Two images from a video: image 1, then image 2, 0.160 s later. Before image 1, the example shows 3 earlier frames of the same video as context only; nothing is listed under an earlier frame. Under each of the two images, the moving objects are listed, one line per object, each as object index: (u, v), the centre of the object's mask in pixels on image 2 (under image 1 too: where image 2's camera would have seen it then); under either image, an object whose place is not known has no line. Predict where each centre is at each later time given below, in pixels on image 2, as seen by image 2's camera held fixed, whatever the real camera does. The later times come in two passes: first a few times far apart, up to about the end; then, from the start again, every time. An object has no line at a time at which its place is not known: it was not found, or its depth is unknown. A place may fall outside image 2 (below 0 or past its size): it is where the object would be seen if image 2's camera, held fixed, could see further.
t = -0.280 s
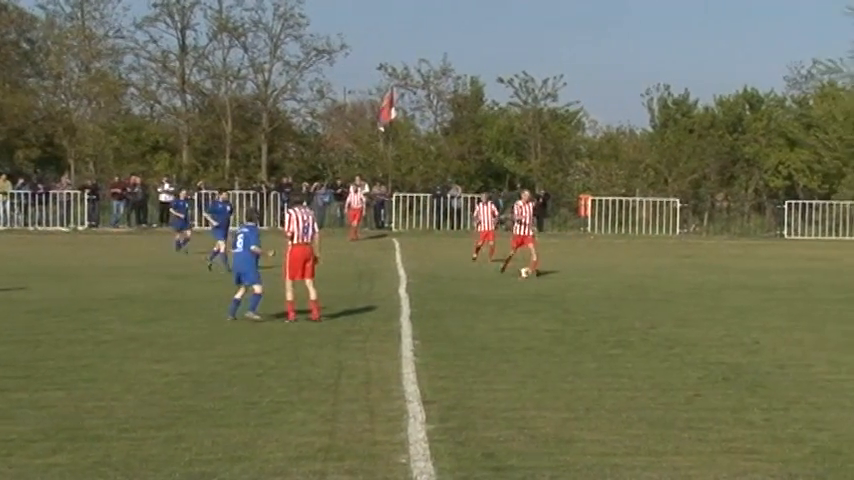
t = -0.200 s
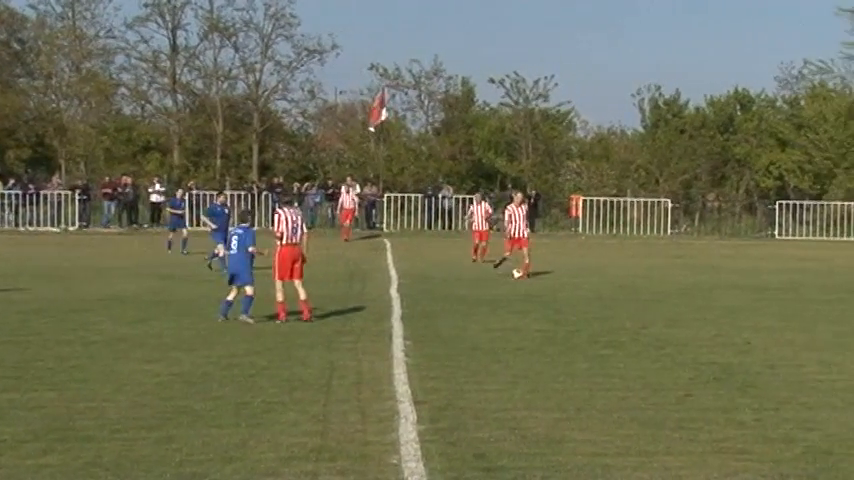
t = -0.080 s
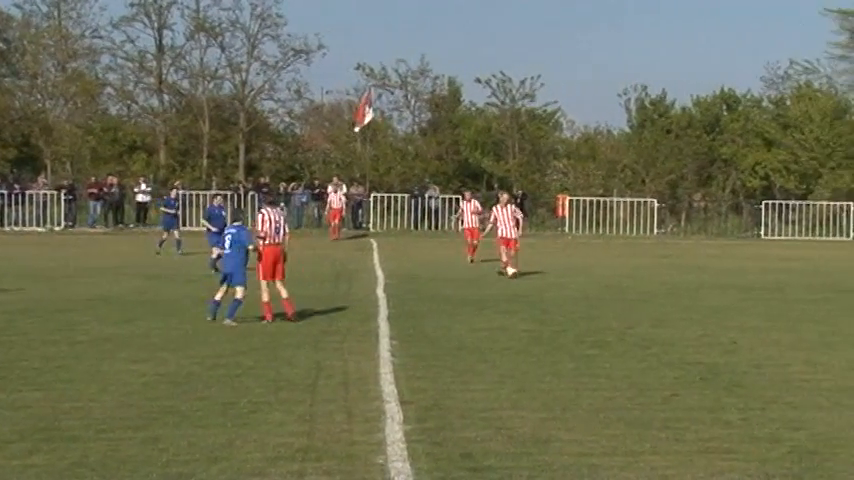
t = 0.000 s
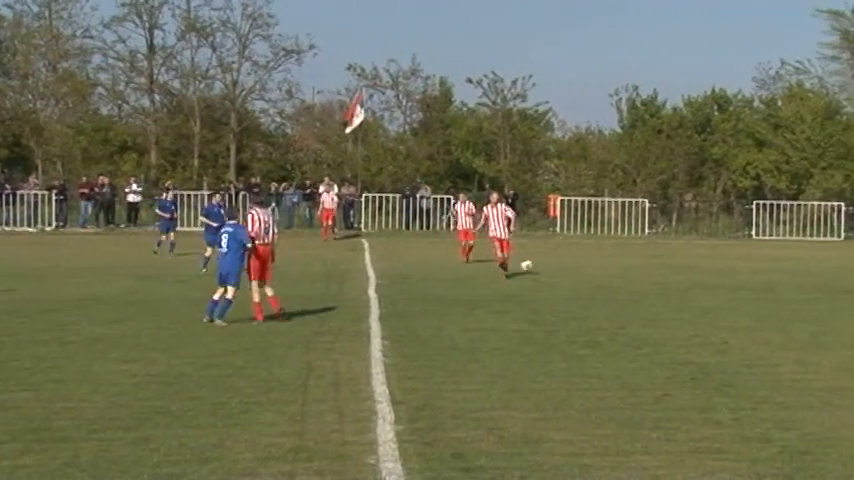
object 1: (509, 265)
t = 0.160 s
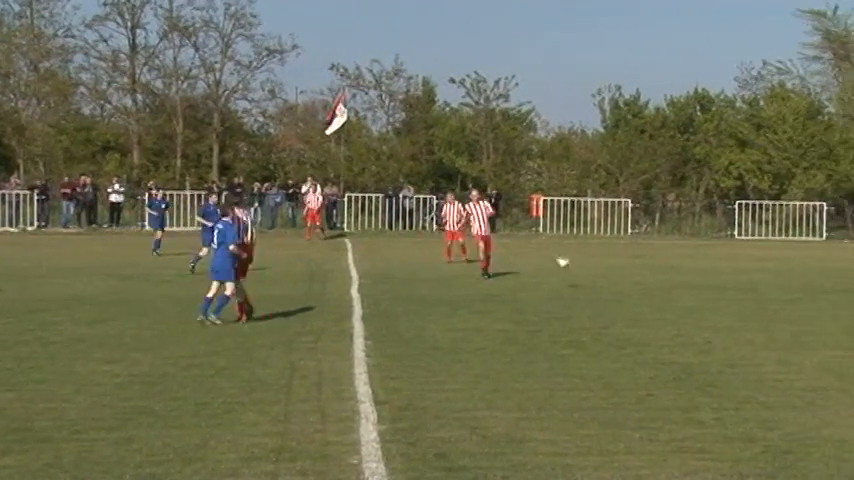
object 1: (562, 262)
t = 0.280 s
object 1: (607, 269)
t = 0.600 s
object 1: (733, 288)
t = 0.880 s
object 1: (841, 309)
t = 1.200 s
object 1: (963, 318)
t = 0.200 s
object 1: (576, 263)
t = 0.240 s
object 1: (591, 265)
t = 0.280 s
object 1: (607, 269)
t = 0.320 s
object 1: (623, 273)
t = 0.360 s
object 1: (640, 277)
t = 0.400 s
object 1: (657, 285)
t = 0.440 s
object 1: (675, 292)
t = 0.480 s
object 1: (692, 296)
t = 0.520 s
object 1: (705, 293)
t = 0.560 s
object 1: (718, 290)
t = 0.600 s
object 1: (733, 288)
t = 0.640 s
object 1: (746, 288)
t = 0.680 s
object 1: (762, 288)
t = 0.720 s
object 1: (777, 290)
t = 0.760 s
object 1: (792, 293)
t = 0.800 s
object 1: (808, 297)
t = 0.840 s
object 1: (825, 303)
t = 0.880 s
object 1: (841, 309)
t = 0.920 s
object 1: (855, 308)
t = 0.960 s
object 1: (869, 307)
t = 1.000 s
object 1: (884, 306)
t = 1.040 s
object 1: (898, 308)
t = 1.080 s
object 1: (915, 310)
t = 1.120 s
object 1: (931, 314)
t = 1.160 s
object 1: (946, 318)
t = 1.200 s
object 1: (963, 318)
